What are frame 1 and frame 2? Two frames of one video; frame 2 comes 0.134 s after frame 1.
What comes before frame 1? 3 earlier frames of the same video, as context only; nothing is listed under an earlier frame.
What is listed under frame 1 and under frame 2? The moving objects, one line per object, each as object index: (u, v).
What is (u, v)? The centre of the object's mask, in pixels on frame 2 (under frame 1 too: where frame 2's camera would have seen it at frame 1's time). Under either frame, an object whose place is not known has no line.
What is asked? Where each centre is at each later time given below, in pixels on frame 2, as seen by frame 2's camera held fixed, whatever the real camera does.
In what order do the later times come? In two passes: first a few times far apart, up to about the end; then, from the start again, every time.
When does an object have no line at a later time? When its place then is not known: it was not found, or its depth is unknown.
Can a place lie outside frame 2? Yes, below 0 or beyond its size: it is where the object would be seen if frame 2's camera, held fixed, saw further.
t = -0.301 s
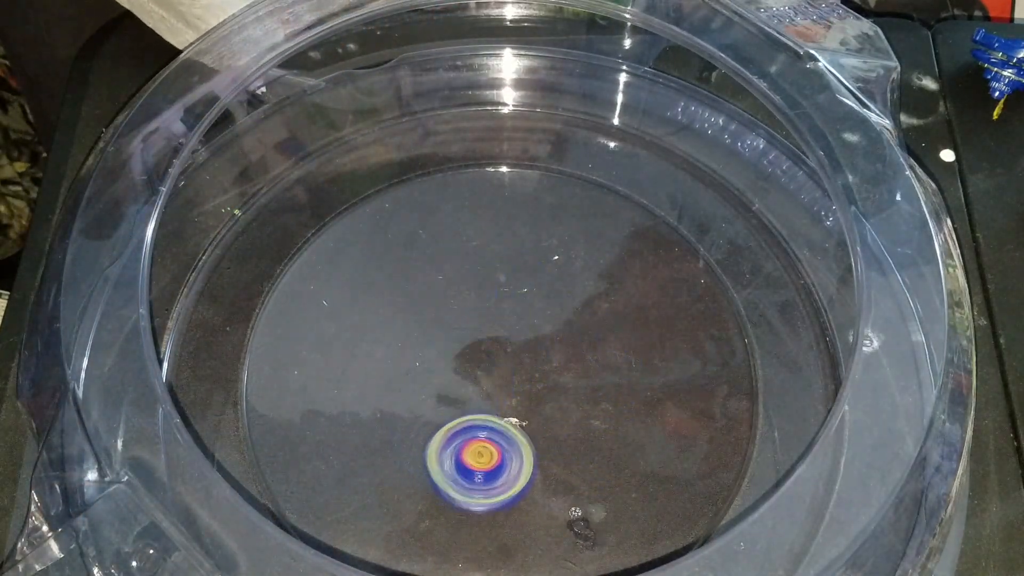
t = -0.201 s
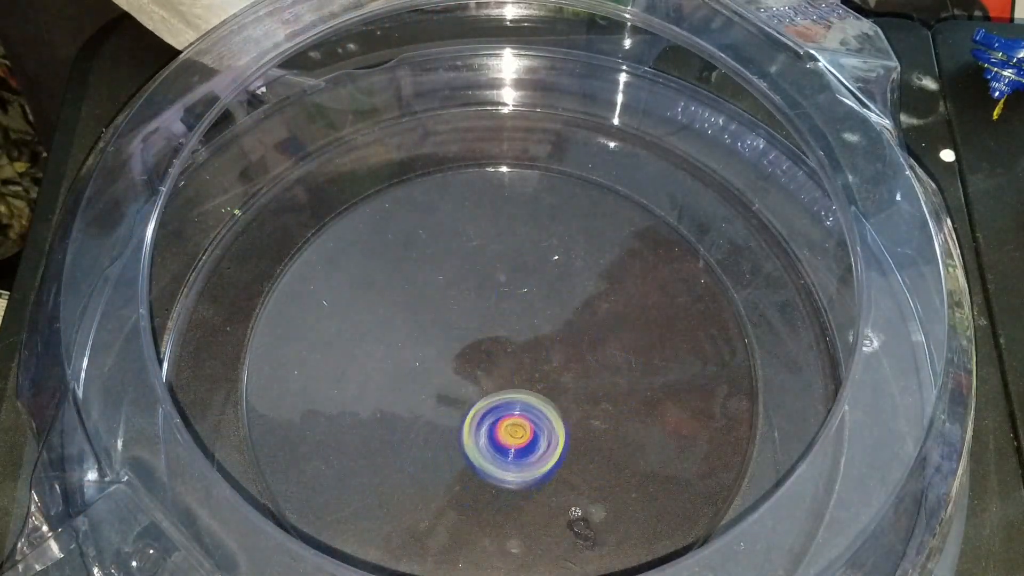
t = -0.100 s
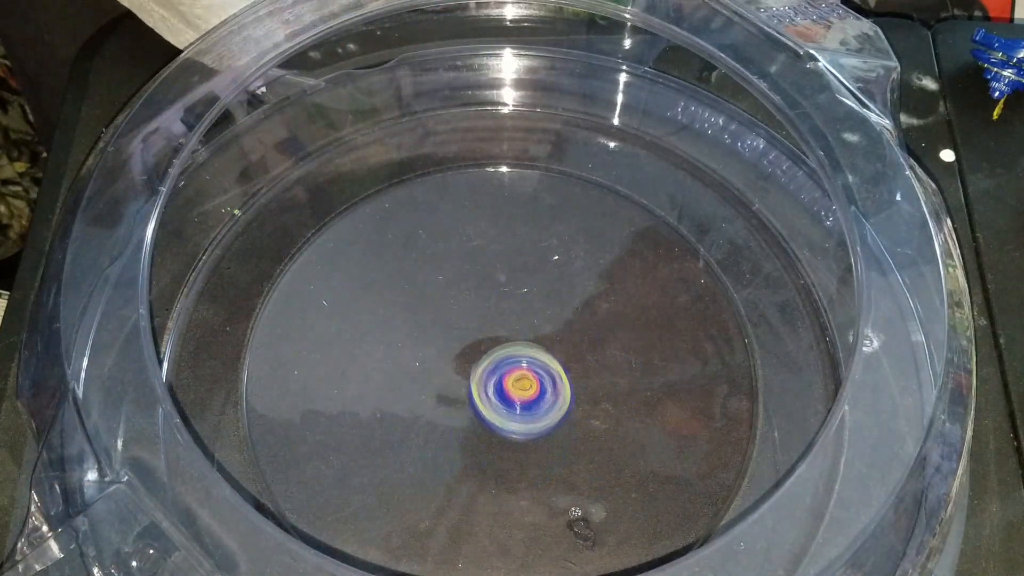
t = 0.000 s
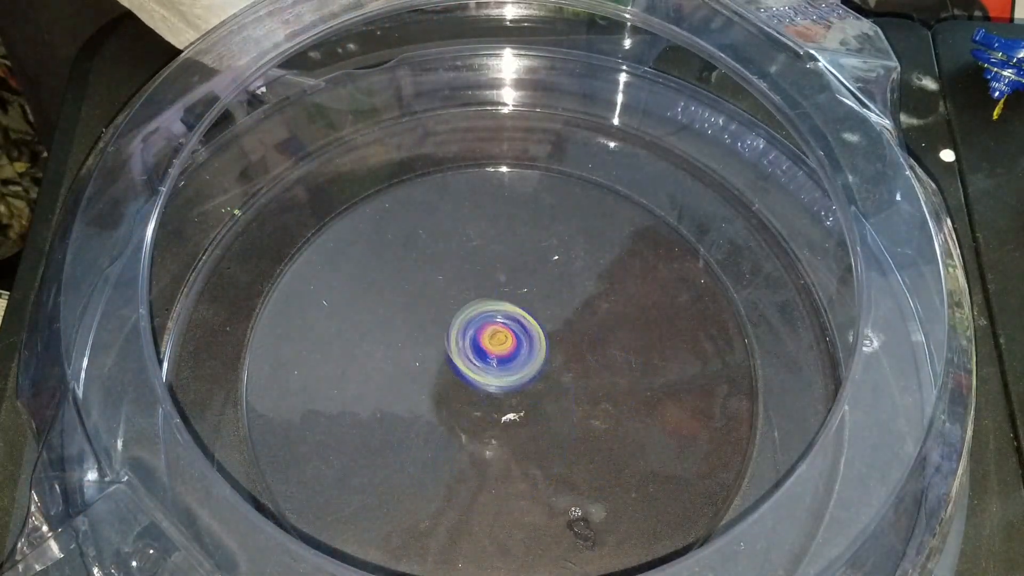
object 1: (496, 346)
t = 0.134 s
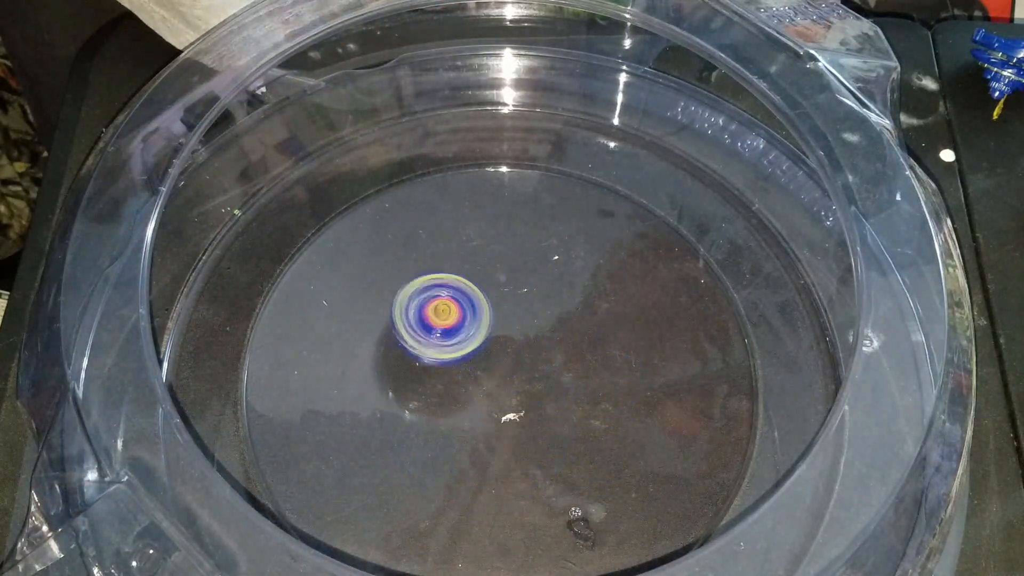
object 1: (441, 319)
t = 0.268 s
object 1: (406, 344)
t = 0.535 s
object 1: (514, 387)
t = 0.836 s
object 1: (526, 308)
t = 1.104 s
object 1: (483, 404)
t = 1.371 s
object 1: (552, 400)
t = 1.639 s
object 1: (451, 362)
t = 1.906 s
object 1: (446, 417)
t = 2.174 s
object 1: (519, 349)
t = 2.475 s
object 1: (459, 332)
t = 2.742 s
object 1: (517, 409)
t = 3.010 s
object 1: (551, 366)
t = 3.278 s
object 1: (456, 377)
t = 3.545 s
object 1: (473, 428)
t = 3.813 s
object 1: (507, 353)
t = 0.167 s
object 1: (427, 320)
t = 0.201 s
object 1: (416, 325)
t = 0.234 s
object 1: (409, 333)
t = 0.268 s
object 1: (406, 344)
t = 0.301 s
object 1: (408, 356)
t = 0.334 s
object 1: (415, 368)
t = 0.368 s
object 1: (427, 379)
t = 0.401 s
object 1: (442, 388)
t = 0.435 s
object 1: (460, 393)
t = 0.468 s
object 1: (479, 395)
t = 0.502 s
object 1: (497, 393)
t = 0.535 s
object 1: (514, 387)
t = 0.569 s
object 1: (529, 380)
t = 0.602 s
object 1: (542, 370)
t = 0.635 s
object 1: (551, 359)
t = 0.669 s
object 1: (557, 347)
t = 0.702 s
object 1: (559, 335)
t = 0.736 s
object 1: (555, 323)
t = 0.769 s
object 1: (548, 314)
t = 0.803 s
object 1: (538, 309)
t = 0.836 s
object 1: (526, 308)
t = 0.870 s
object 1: (513, 312)
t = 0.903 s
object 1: (500, 320)
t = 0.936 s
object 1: (490, 330)
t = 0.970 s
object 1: (481, 343)
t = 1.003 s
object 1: (476, 358)
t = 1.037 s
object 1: (475, 374)
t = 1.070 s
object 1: (477, 390)
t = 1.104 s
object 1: (483, 404)
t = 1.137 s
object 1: (491, 417)
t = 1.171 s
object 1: (501, 426)
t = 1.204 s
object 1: (513, 433)
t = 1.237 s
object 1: (538, 434)
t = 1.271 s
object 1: (547, 429)
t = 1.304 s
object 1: (552, 421)
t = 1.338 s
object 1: (554, 412)
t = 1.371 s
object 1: (552, 400)
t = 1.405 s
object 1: (547, 390)
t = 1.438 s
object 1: (538, 381)
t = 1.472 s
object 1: (526, 372)
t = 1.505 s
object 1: (511, 365)
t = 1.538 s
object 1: (496, 361)
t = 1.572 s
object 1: (480, 359)
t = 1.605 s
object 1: (465, 359)
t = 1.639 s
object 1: (451, 362)
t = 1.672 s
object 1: (438, 367)
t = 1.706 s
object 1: (428, 373)
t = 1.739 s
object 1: (421, 382)
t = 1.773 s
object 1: (418, 391)
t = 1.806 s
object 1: (420, 400)
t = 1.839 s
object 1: (425, 408)
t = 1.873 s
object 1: (434, 414)
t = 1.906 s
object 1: (446, 417)
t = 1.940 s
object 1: (460, 418)
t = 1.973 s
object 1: (474, 414)
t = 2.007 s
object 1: (486, 408)
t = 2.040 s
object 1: (497, 398)
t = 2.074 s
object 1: (507, 388)
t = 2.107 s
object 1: (514, 376)
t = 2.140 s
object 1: (518, 362)
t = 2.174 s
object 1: (519, 349)
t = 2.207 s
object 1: (517, 338)
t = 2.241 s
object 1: (513, 327)
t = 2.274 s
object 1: (507, 318)
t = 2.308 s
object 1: (498, 313)
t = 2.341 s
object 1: (489, 310)
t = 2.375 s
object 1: (480, 310)
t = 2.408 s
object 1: (471, 314)
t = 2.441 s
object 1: (464, 322)
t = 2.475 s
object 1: (459, 332)
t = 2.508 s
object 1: (458, 343)
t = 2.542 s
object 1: (458, 355)
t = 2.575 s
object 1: (463, 367)
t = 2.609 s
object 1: (470, 379)
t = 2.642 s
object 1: (480, 390)
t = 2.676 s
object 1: (490, 398)
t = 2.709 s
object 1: (503, 405)
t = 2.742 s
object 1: (517, 409)
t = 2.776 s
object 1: (530, 409)
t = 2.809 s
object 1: (541, 407)
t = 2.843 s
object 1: (551, 403)
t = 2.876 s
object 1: (559, 396)
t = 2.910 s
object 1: (562, 389)
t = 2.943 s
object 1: (562, 381)
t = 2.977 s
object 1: (558, 372)
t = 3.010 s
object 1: (551, 366)
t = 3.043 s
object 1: (541, 360)
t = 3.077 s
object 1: (530, 357)
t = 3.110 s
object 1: (517, 356)
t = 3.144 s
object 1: (503, 357)
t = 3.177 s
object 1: (490, 359)
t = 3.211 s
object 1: (478, 364)
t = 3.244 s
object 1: (466, 369)
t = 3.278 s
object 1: (456, 377)
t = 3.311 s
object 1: (448, 386)
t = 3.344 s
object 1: (443, 395)
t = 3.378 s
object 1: (442, 405)
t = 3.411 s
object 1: (443, 414)
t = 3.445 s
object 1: (447, 420)
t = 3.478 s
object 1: (454, 425)
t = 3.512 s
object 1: (463, 428)
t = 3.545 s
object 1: (473, 428)
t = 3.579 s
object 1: (483, 425)
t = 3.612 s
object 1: (493, 419)
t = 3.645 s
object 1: (501, 410)
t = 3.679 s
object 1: (507, 400)
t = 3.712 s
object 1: (510, 388)
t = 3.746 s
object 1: (512, 377)
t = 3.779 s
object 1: (511, 365)
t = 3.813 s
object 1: (507, 353)
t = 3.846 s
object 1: (502, 344)
